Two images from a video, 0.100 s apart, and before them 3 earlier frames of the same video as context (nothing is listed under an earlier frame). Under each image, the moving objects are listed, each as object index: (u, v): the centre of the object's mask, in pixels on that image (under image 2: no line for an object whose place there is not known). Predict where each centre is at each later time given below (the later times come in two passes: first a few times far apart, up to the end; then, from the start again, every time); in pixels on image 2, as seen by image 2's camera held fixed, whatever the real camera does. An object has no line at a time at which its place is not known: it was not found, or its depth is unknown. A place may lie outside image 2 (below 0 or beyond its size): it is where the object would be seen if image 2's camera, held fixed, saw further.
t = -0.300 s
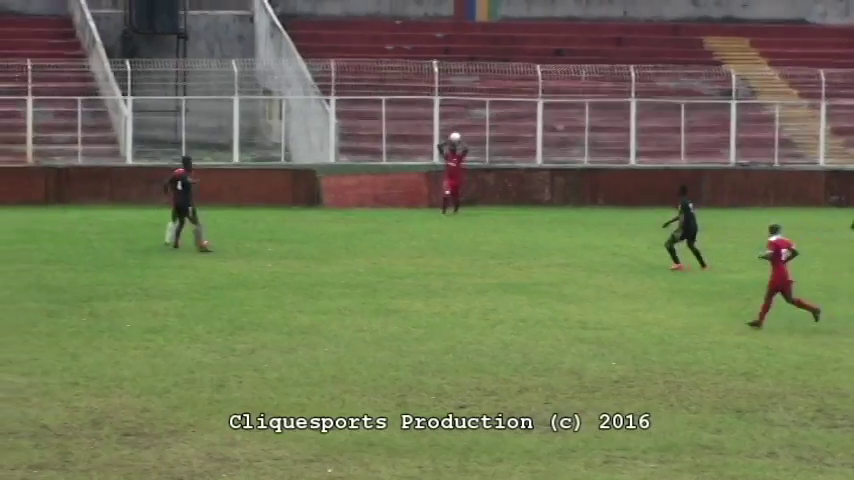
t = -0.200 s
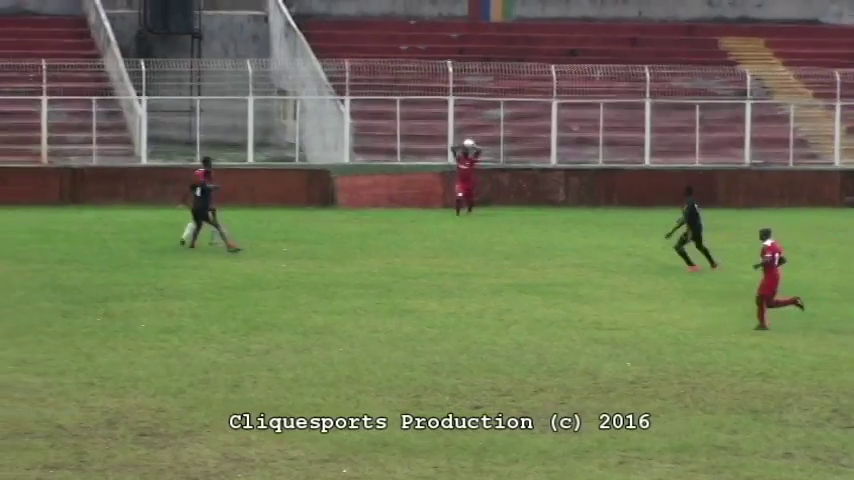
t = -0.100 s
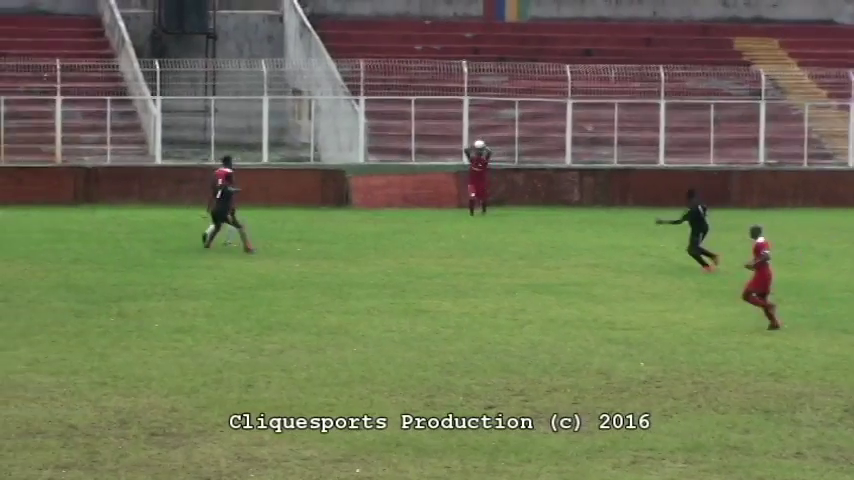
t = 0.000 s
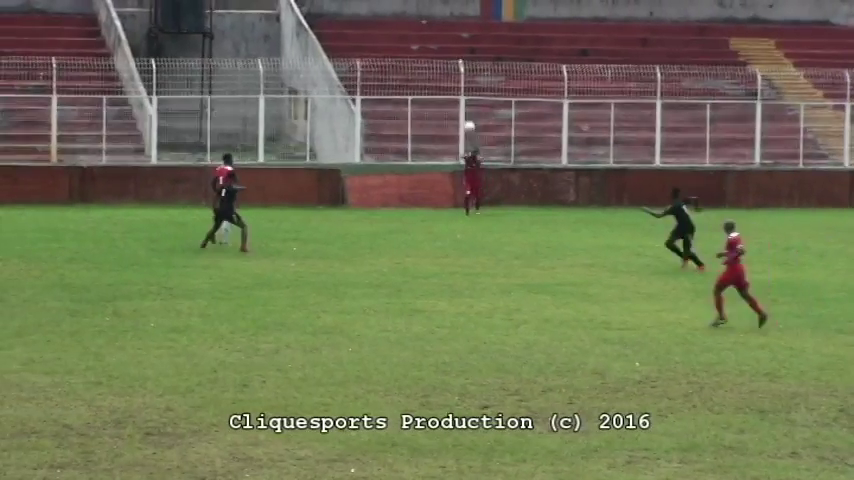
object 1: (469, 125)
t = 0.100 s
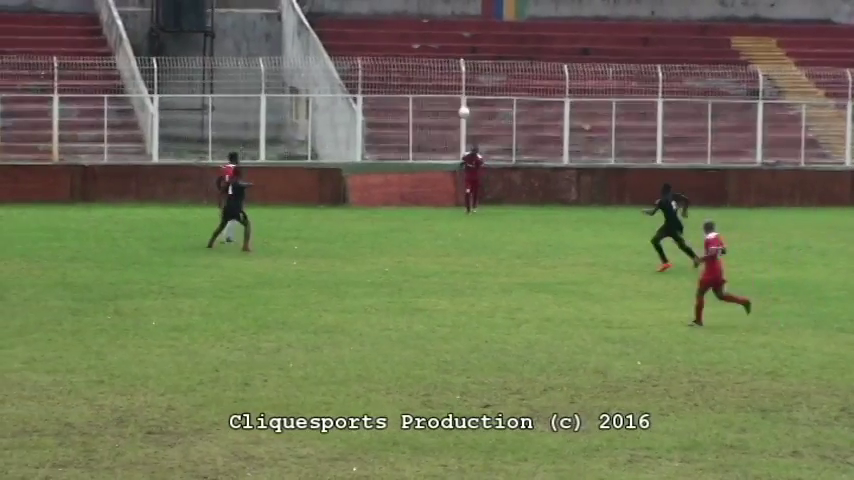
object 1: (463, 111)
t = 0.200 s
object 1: (458, 103)
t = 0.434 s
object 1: (442, 107)
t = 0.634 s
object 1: (427, 135)
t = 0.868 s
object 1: (409, 201)
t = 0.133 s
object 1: (462, 108)
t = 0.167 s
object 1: (460, 105)
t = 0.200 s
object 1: (458, 103)
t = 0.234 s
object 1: (455, 102)
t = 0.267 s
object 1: (453, 101)
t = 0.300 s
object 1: (451, 101)
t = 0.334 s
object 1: (449, 101)
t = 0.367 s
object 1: (446, 103)
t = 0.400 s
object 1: (444, 104)
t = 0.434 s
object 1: (442, 107)
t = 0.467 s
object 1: (440, 110)
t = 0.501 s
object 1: (437, 113)
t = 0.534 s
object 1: (435, 117)
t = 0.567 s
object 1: (432, 123)
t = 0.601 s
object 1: (430, 128)
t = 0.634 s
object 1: (427, 135)
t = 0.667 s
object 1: (425, 142)
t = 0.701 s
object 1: (422, 150)
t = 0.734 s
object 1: (420, 157)
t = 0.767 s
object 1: (417, 169)
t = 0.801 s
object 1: (414, 179)
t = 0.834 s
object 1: (411, 190)
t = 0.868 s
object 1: (409, 201)
